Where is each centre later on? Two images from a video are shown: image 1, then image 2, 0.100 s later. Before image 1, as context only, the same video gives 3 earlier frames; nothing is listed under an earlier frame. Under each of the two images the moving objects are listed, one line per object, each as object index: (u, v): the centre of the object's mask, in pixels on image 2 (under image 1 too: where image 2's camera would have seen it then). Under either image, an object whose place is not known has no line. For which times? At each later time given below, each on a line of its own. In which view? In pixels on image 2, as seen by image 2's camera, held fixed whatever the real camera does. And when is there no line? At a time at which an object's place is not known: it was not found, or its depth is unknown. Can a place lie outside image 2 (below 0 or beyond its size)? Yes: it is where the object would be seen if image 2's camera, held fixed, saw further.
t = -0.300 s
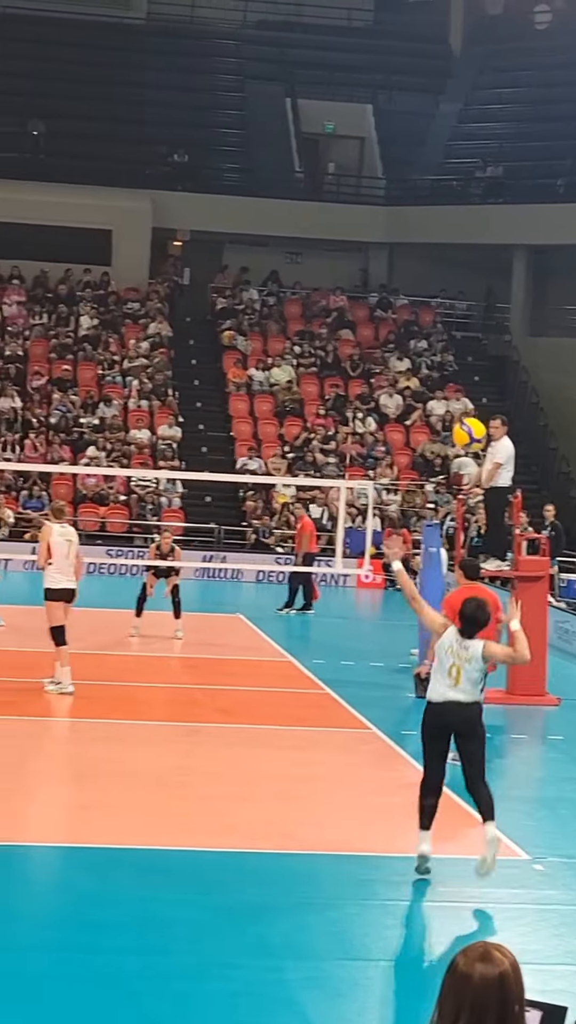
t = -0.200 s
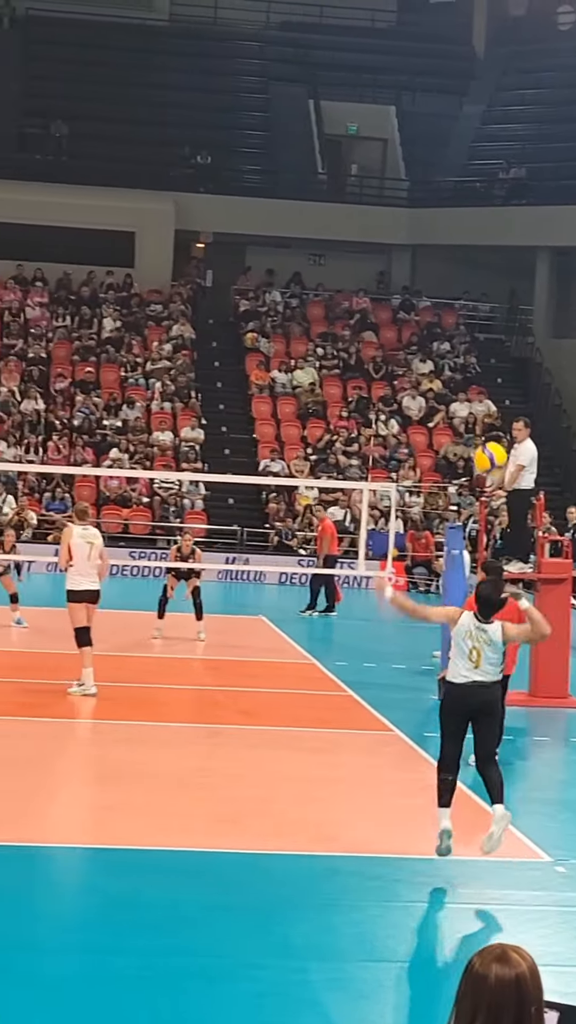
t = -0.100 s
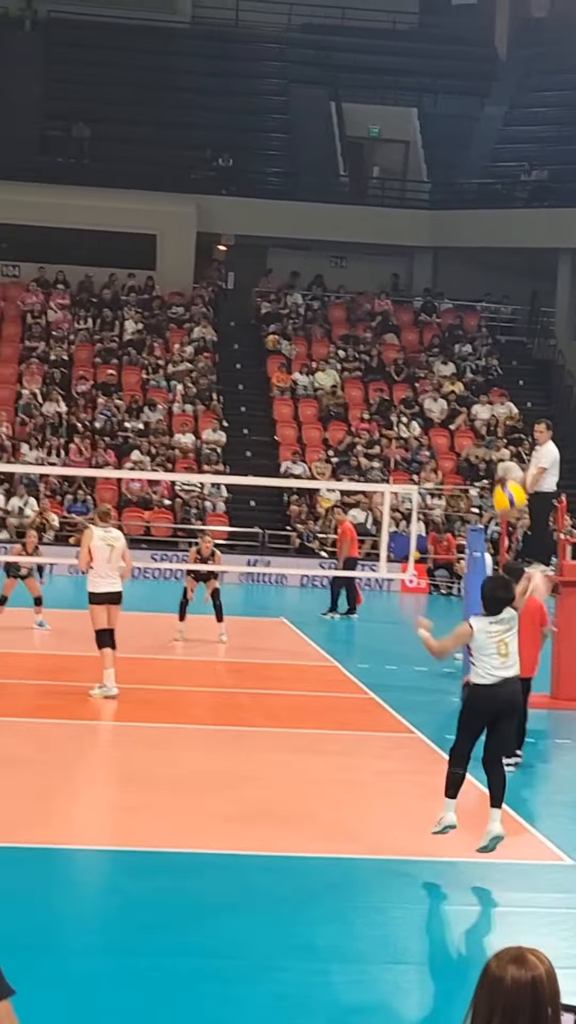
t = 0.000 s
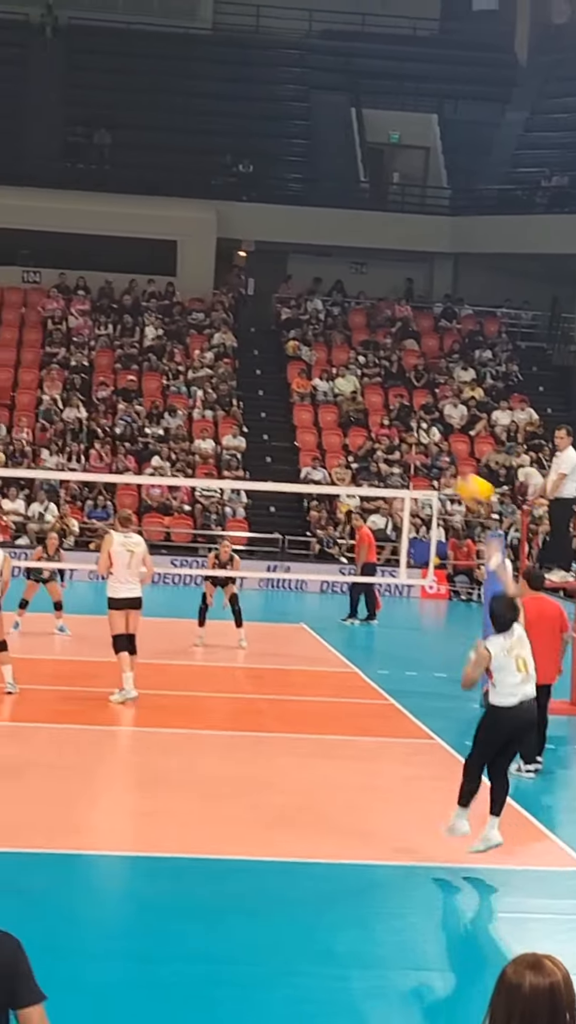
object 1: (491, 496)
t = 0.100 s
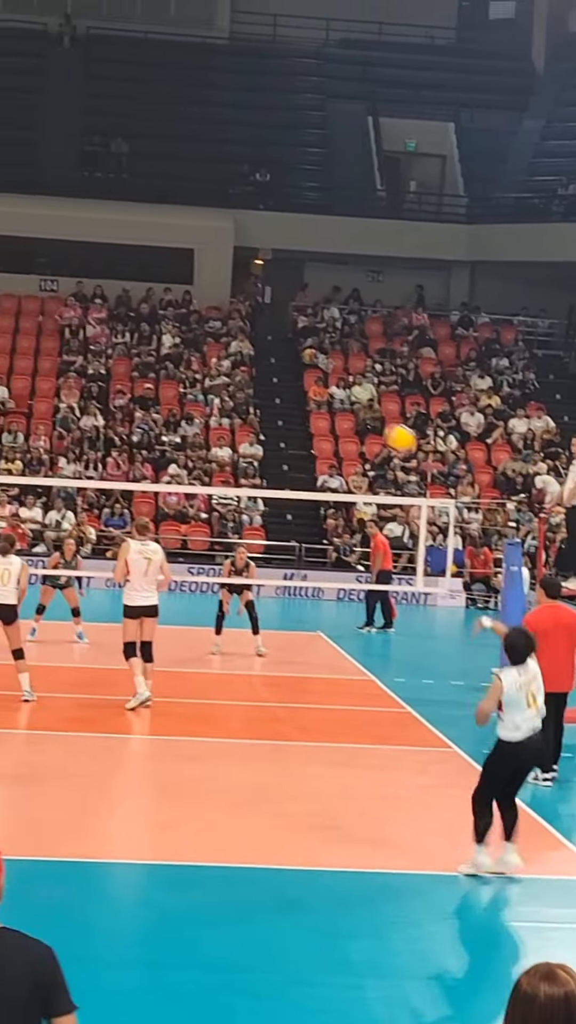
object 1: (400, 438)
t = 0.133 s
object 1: (374, 423)
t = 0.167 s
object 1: (352, 412)
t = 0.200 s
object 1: (328, 401)
